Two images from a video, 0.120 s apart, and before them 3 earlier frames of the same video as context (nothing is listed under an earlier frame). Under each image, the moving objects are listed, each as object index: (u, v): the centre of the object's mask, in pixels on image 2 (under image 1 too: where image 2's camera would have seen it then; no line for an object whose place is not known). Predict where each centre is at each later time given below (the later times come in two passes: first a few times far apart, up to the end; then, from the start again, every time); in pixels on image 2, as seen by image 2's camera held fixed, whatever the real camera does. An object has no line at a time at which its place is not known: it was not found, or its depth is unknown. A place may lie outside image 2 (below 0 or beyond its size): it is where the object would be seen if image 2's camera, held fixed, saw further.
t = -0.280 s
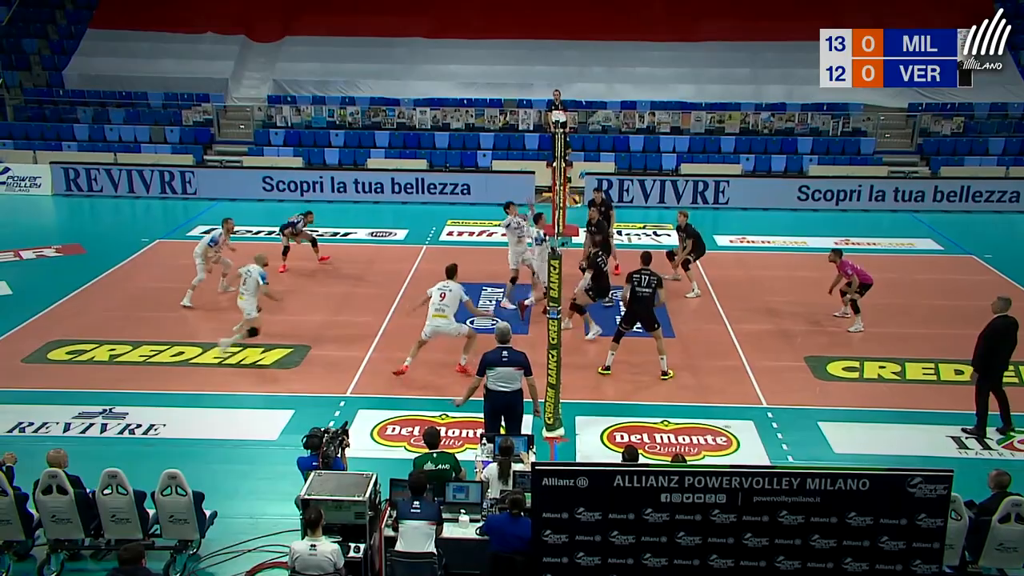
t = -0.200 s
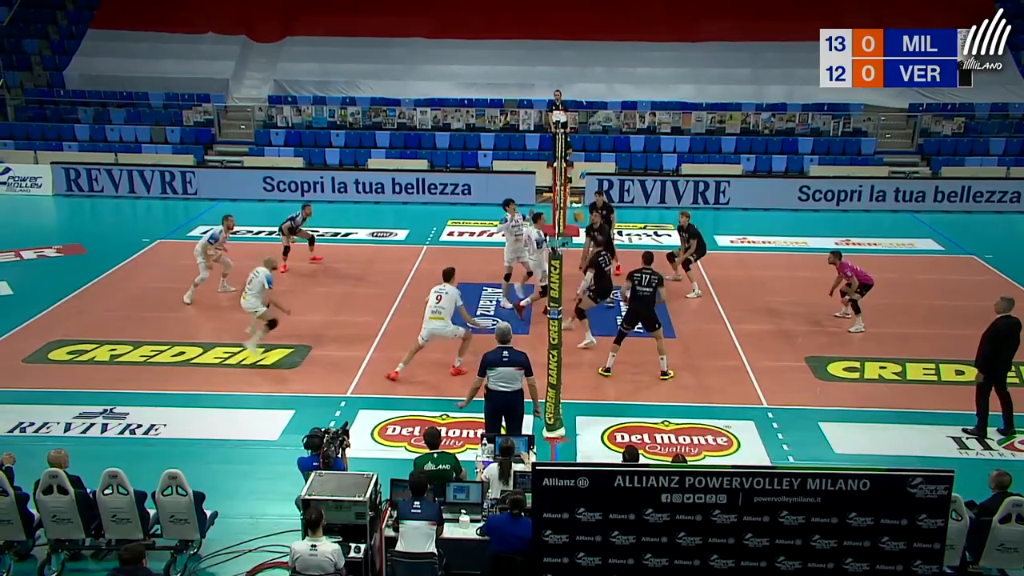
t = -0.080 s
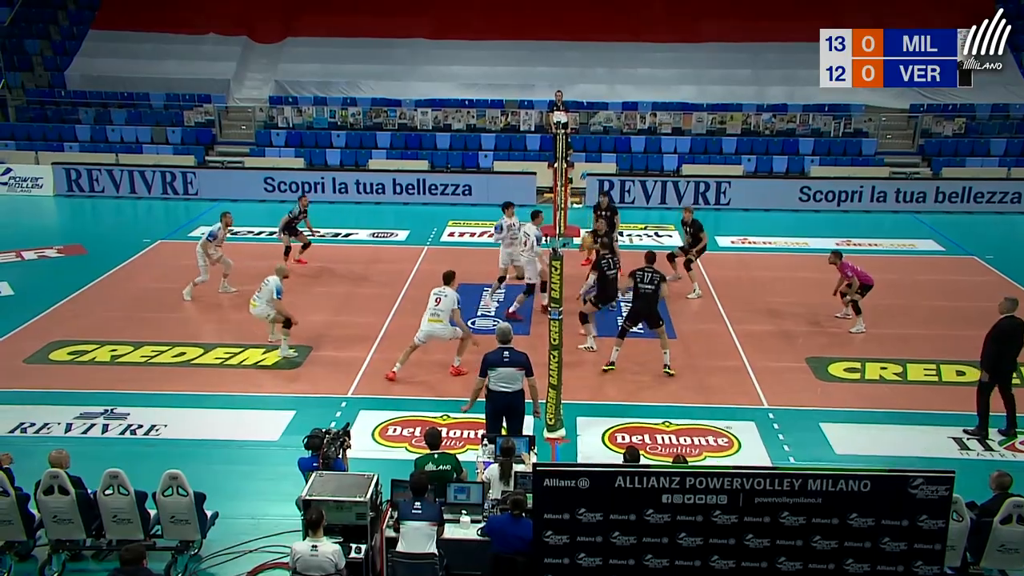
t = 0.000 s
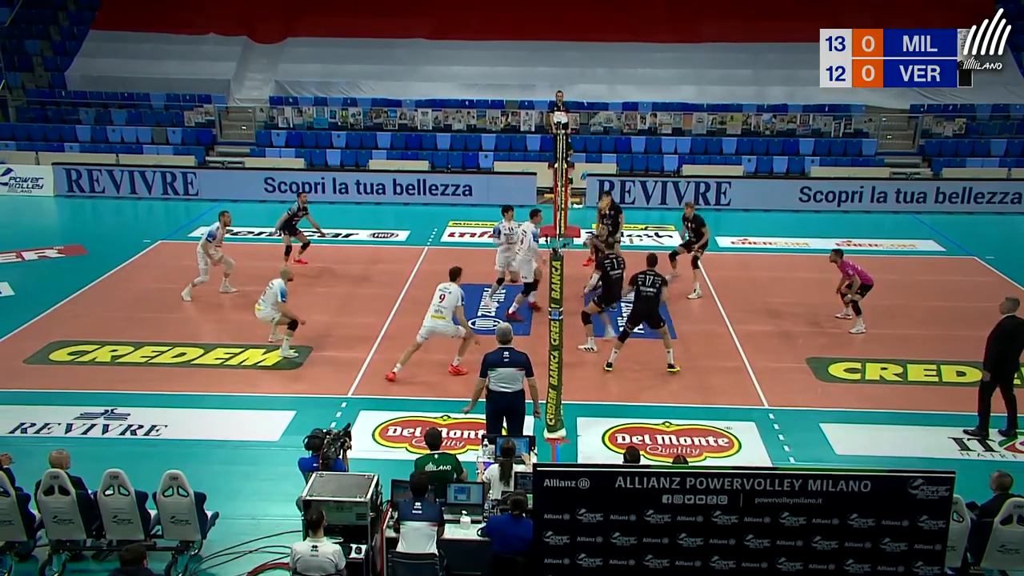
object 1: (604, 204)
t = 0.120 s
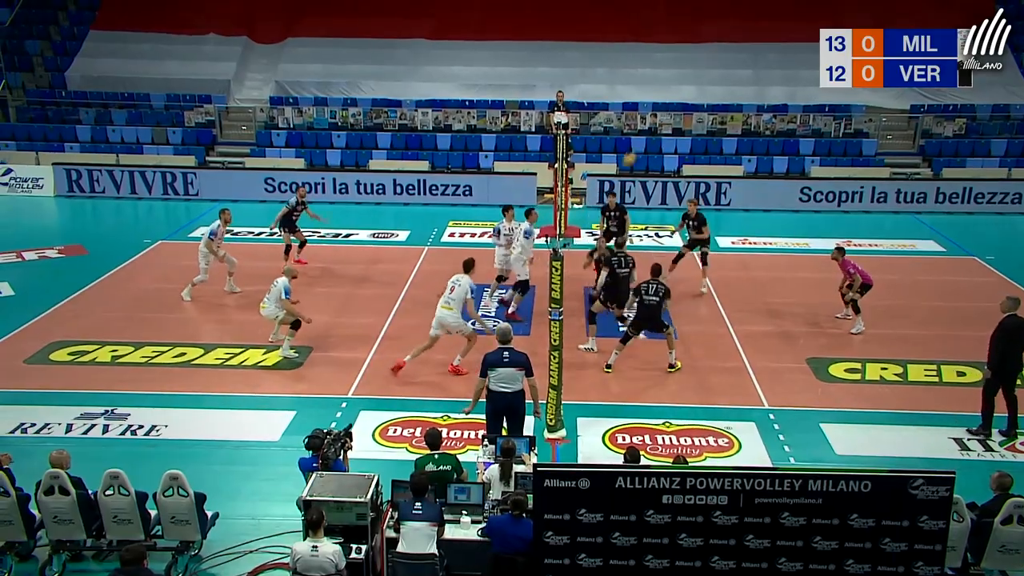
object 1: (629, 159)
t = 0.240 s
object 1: (656, 119)
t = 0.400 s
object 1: (692, 75)
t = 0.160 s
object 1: (636, 146)
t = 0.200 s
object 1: (646, 132)
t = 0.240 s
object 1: (656, 119)
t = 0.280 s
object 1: (665, 107)
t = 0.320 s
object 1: (673, 96)
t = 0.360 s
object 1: (682, 86)
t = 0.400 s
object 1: (692, 75)
